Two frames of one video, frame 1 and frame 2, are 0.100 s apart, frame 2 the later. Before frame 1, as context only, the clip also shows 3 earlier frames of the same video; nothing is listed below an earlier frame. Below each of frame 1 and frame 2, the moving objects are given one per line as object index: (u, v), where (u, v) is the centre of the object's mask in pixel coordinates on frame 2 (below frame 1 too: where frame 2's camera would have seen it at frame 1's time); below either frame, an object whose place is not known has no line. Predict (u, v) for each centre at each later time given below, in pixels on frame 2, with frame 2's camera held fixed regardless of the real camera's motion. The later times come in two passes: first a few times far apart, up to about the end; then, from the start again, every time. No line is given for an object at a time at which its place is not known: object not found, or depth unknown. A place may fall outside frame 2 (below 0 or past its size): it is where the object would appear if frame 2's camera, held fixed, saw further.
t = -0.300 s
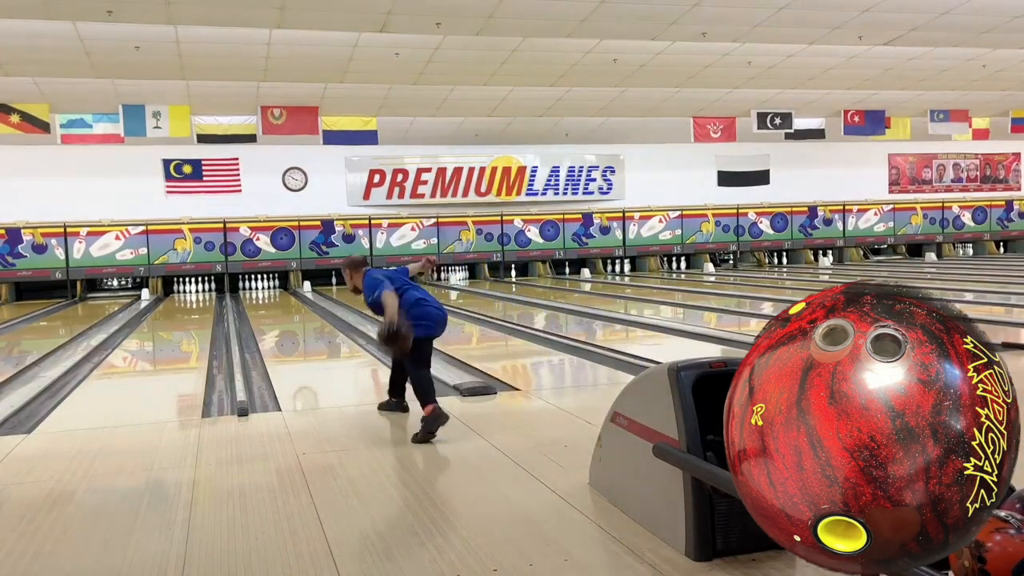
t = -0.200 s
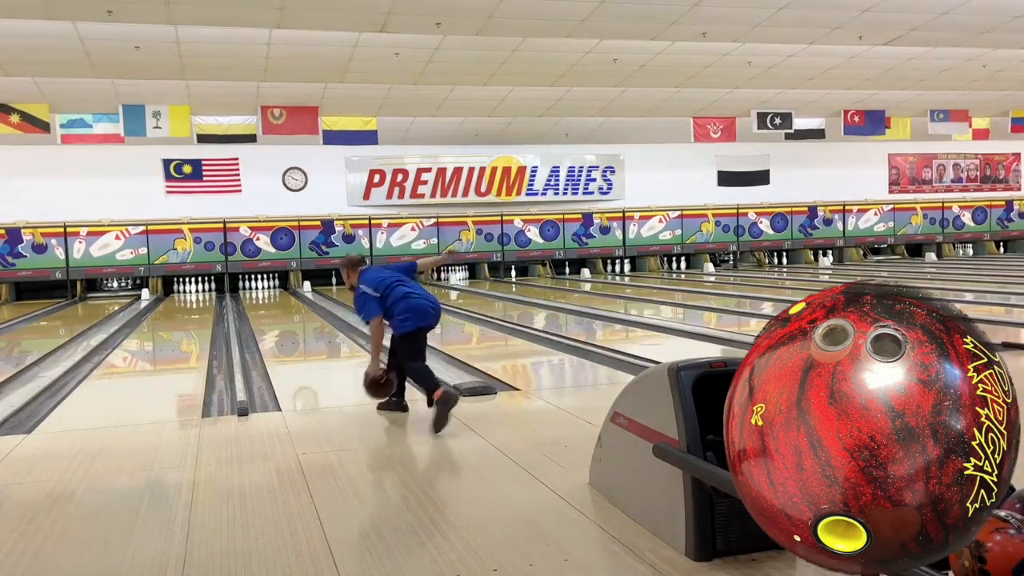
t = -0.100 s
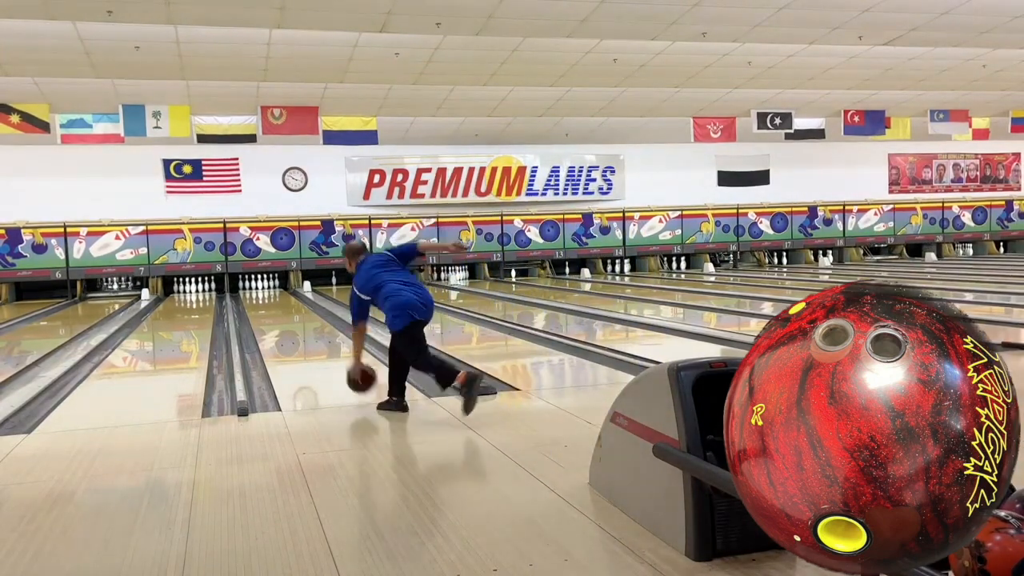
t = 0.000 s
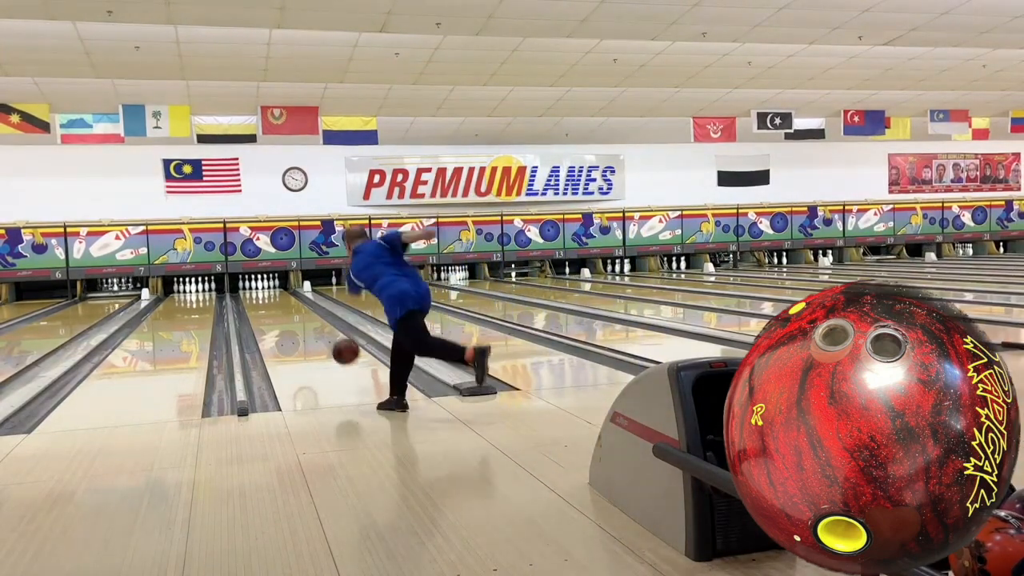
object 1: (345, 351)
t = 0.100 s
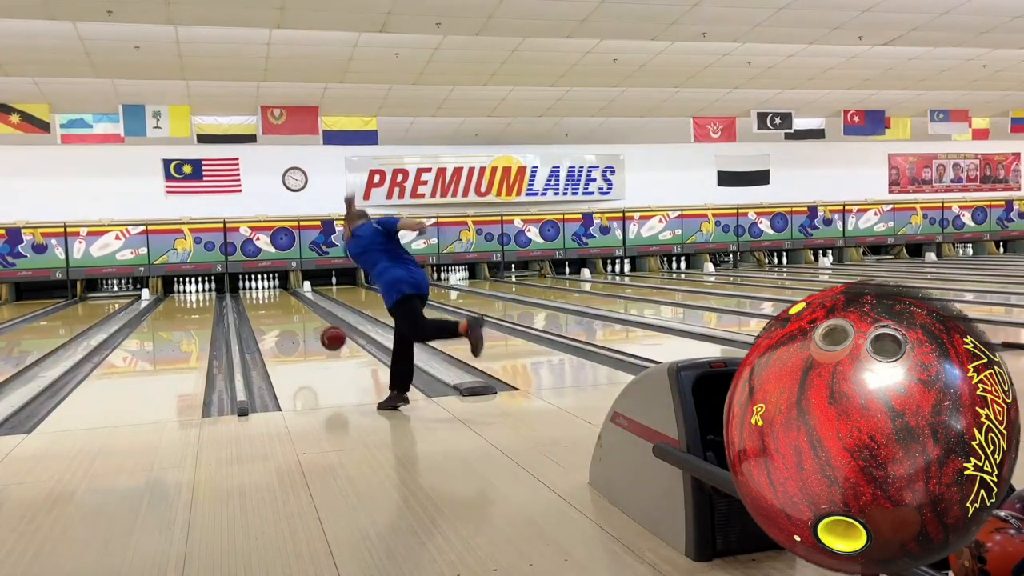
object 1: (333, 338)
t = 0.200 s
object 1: (322, 337)
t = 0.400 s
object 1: (306, 343)
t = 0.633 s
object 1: (292, 334)
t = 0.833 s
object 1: (282, 325)
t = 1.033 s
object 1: (274, 318)
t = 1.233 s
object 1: (268, 312)
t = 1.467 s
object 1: (262, 306)
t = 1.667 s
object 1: (258, 302)
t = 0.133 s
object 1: (329, 337)
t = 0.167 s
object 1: (326, 336)
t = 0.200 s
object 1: (322, 337)
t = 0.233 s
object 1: (319, 340)
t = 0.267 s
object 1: (317, 343)
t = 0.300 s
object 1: (314, 346)
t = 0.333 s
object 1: (311, 350)
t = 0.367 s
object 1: (309, 346)
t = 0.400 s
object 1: (306, 343)
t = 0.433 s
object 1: (304, 341)
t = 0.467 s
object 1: (302, 340)
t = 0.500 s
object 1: (299, 340)
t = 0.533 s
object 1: (297, 338)
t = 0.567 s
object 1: (295, 337)
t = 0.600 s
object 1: (293, 335)
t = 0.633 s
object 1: (292, 334)
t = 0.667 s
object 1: (290, 332)
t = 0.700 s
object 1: (288, 330)
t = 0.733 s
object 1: (287, 329)
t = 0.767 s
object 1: (285, 328)
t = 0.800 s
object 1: (283, 326)
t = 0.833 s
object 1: (282, 325)
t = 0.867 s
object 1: (281, 324)
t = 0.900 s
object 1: (279, 322)
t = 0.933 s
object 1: (278, 321)
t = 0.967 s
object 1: (277, 320)
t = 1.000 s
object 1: (275, 319)
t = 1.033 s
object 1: (274, 318)
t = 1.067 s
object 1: (273, 317)
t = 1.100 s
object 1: (272, 316)
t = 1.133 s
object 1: (271, 314)
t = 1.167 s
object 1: (270, 314)
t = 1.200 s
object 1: (269, 313)
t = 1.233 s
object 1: (268, 312)
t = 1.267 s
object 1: (267, 311)
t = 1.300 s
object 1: (266, 310)
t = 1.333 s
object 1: (265, 310)
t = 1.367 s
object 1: (265, 309)
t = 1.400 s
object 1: (264, 308)
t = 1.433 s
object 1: (263, 307)
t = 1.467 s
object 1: (262, 306)
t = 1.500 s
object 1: (262, 305)
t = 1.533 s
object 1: (261, 305)
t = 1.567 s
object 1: (260, 304)
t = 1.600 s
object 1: (259, 304)
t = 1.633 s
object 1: (259, 303)
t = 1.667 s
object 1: (258, 302)
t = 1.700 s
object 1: (258, 302)
